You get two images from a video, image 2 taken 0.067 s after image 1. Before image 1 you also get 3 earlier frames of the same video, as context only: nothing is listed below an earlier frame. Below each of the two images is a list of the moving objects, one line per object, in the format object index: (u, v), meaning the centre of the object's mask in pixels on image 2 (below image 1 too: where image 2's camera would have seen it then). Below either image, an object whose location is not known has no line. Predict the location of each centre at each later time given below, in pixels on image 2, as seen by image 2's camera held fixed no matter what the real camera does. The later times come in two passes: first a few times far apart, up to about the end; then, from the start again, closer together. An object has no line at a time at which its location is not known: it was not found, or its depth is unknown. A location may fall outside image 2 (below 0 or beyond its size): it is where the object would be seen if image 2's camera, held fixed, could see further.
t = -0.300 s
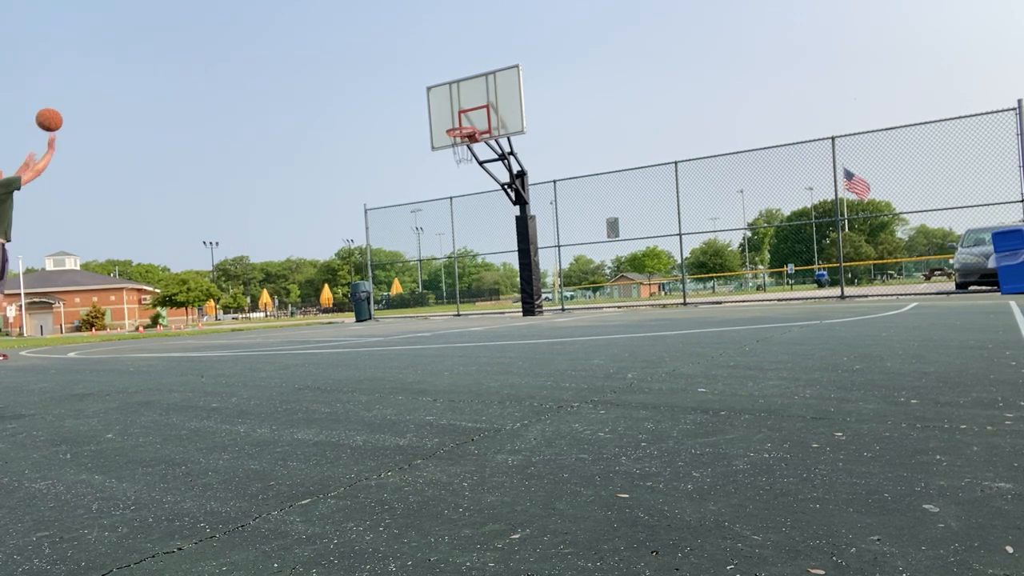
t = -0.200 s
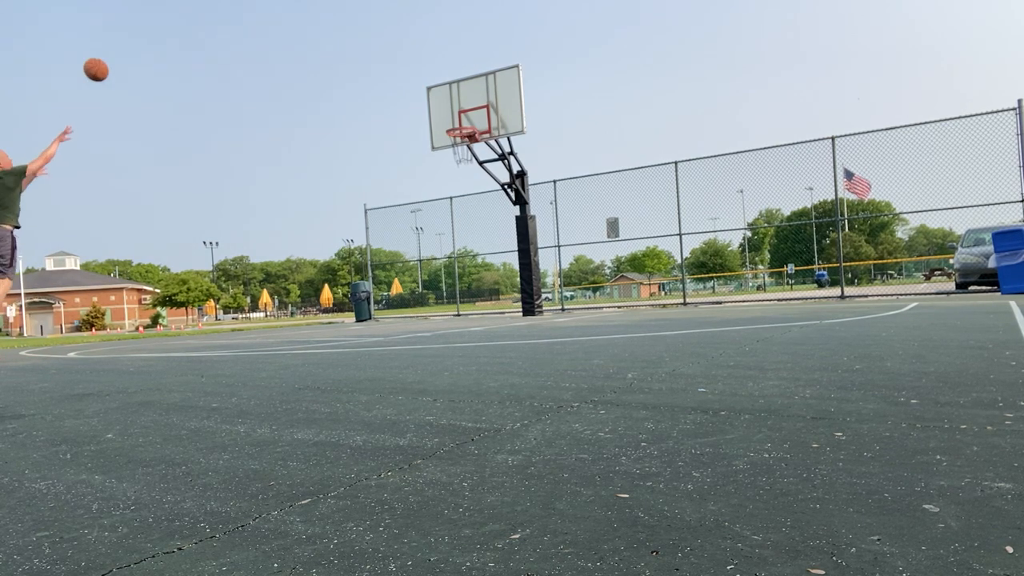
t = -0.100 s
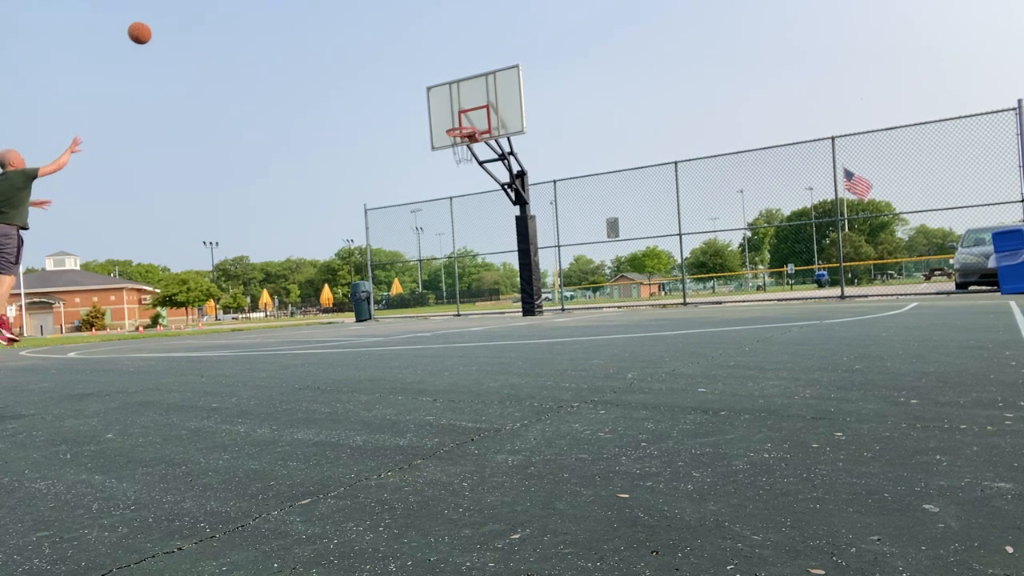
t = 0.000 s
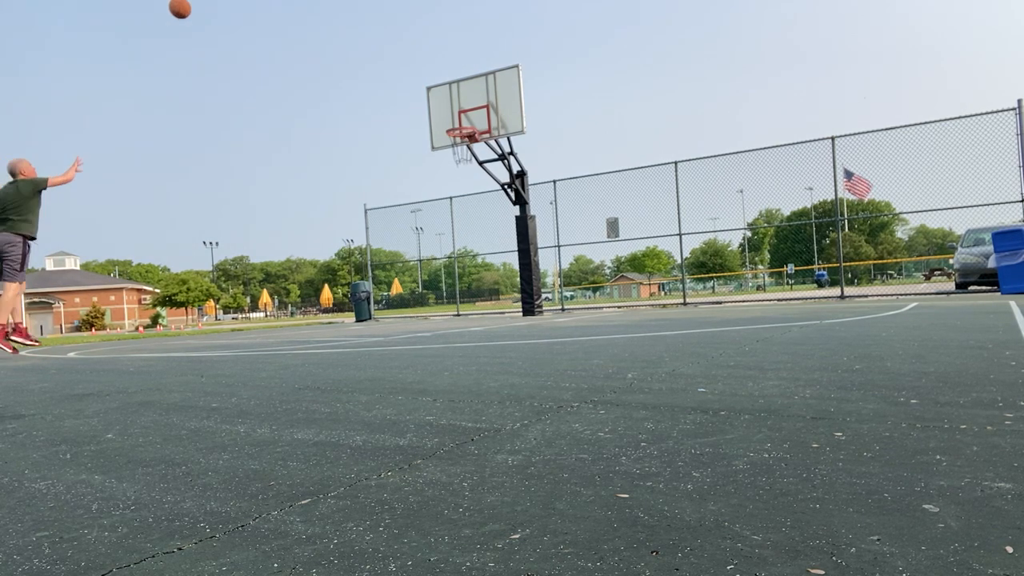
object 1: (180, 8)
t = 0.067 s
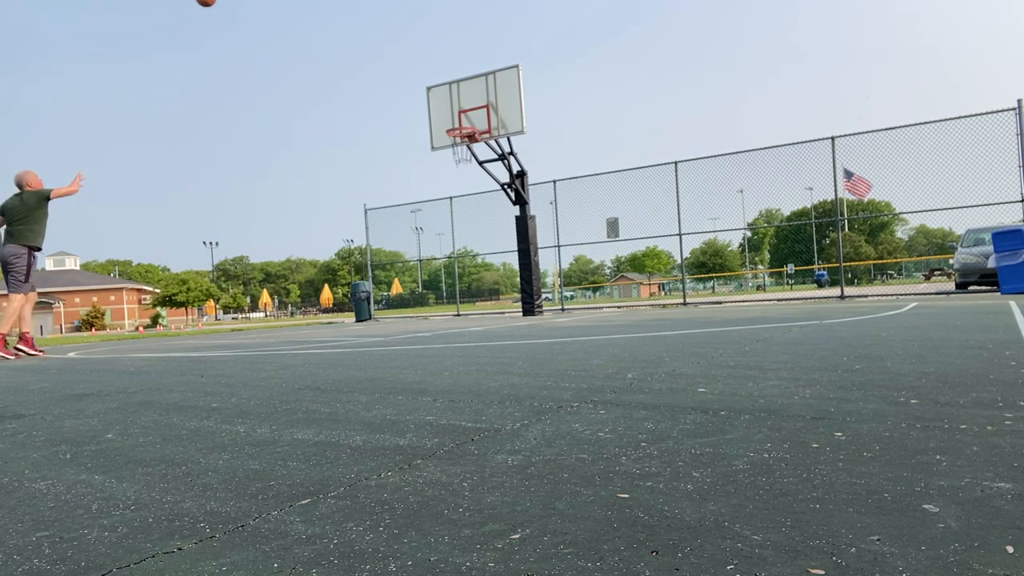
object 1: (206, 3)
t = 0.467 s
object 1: (336, 6)
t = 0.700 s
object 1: (400, 57)
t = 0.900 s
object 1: (450, 121)
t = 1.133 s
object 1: (466, 149)
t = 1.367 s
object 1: (467, 163)
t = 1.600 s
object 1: (469, 202)
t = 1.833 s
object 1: (474, 272)
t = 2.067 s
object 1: (472, 276)
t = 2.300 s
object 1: (465, 233)
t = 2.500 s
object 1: (461, 222)
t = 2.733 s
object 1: (459, 241)
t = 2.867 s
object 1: (459, 265)
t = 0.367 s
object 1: (307, 1)
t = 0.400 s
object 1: (317, 2)
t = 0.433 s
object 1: (327, 4)
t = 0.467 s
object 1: (336, 6)
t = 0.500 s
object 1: (346, 10)
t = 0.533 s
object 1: (355, 17)
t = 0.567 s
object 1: (365, 24)
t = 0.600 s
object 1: (374, 31)
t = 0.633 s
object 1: (383, 39)
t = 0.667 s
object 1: (391, 48)
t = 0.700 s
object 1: (400, 57)
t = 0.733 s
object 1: (409, 67)
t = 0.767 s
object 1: (417, 77)
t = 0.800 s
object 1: (426, 88)
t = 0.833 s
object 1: (434, 98)
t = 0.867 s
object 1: (442, 110)
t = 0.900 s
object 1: (450, 121)
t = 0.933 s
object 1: (456, 129)
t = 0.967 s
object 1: (467, 137)
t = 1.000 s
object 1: (466, 140)
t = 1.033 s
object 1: (467, 143)
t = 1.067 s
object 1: (466, 145)
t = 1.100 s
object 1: (466, 146)
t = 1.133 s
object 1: (466, 149)
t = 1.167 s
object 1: (467, 152)
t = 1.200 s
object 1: (467, 154)
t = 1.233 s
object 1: (467, 155)
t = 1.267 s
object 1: (467, 157)
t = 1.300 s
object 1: (467, 158)
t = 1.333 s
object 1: (467, 161)
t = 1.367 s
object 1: (467, 163)
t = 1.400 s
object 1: (468, 167)
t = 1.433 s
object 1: (467, 171)
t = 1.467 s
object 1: (468, 176)
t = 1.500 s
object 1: (468, 181)
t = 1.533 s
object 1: (468, 187)
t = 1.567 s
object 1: (469, 194)
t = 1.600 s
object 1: (469, 202)
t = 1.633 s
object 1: (470, 210)
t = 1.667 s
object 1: (470, 219)
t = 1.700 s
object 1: (471, 228)
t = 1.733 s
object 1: (471, 238)
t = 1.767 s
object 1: (472, 249)
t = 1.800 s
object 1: (473, 260)
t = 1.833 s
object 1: (474, 272)
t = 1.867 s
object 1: (475, 285)
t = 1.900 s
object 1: (475, 298)
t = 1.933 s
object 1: (476, 313)
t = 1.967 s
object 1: (476, 307)
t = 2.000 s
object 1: (474, 296)
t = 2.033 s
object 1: (473, 286)
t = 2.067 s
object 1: (472, 276)
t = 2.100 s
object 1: (471, 268)
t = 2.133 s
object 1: (470, 260)
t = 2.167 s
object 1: (468, 254)
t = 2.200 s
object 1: (468, 248)
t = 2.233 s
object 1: (467, 242)
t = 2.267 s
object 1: (466, 237)
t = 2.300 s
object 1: (465, 233)
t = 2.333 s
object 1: (464, 230)
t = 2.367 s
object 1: (464, 227)
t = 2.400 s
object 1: (463, 225)
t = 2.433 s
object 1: (462, 223)
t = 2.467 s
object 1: (462, 222)
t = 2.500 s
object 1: (461, 222)
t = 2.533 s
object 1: (461, 223)
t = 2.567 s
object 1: (460, 224)
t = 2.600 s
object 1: (460, 226)
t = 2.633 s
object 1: (460, 229)
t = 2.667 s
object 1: (459, 232)
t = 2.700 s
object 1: (459, 236)
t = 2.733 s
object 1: (459, 241)
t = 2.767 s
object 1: (459, 246)
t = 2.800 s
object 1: (459, 252)
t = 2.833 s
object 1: (459, 258)
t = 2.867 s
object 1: (459, 265)
